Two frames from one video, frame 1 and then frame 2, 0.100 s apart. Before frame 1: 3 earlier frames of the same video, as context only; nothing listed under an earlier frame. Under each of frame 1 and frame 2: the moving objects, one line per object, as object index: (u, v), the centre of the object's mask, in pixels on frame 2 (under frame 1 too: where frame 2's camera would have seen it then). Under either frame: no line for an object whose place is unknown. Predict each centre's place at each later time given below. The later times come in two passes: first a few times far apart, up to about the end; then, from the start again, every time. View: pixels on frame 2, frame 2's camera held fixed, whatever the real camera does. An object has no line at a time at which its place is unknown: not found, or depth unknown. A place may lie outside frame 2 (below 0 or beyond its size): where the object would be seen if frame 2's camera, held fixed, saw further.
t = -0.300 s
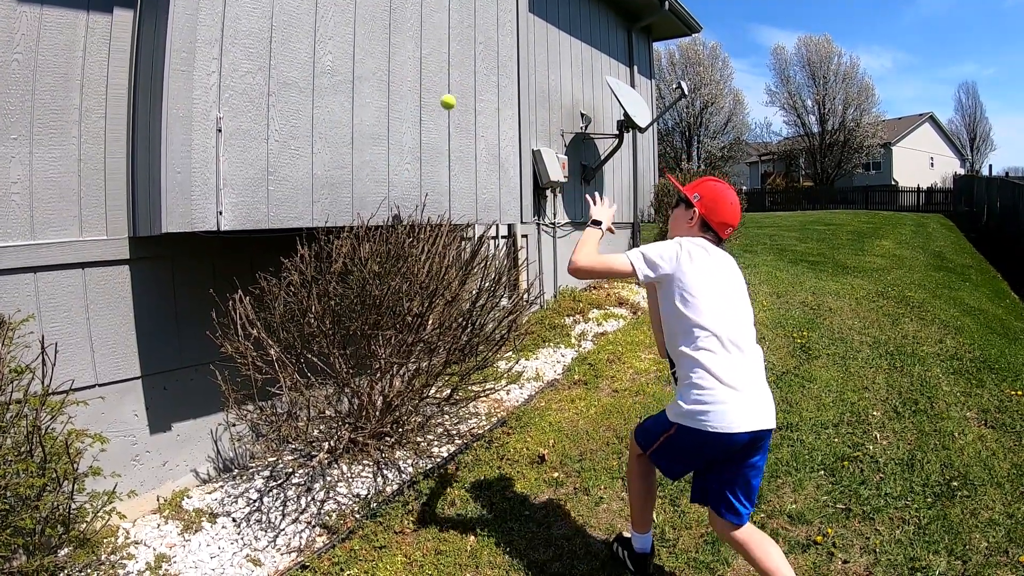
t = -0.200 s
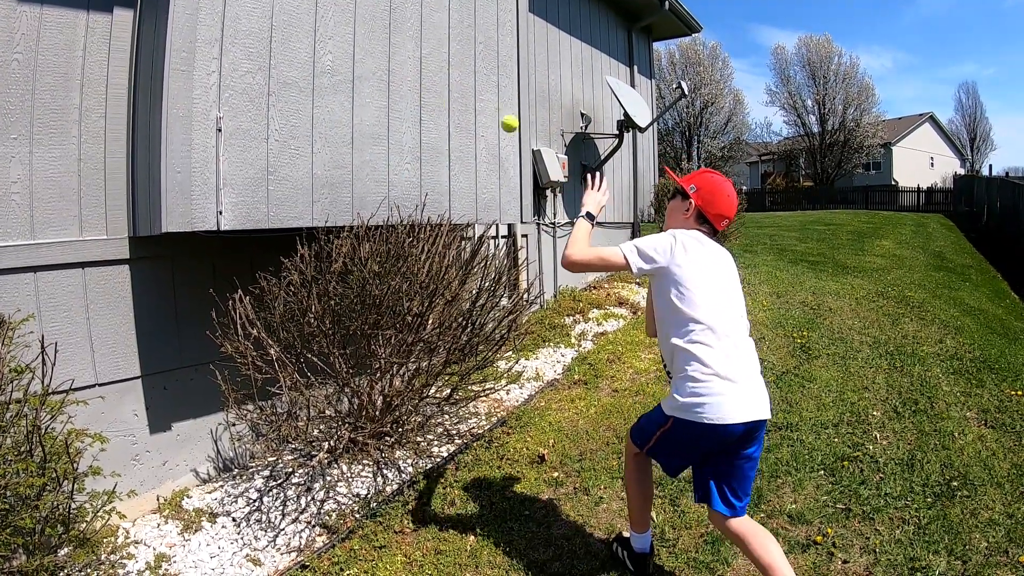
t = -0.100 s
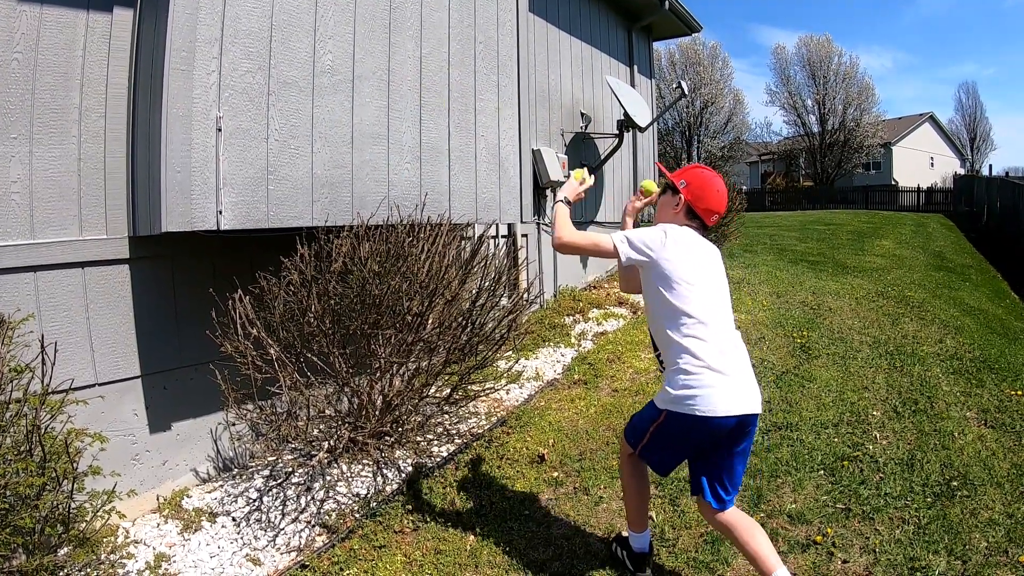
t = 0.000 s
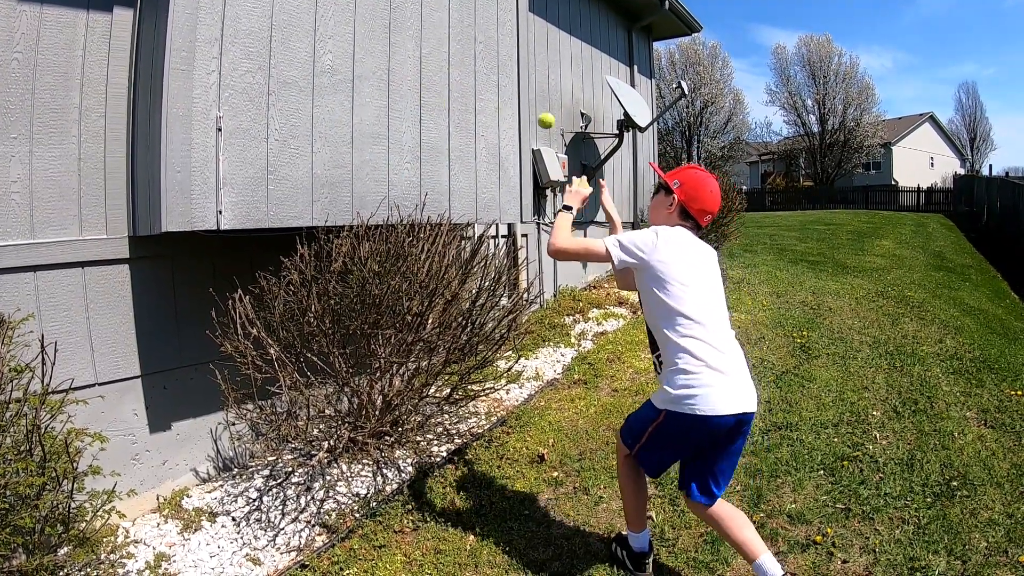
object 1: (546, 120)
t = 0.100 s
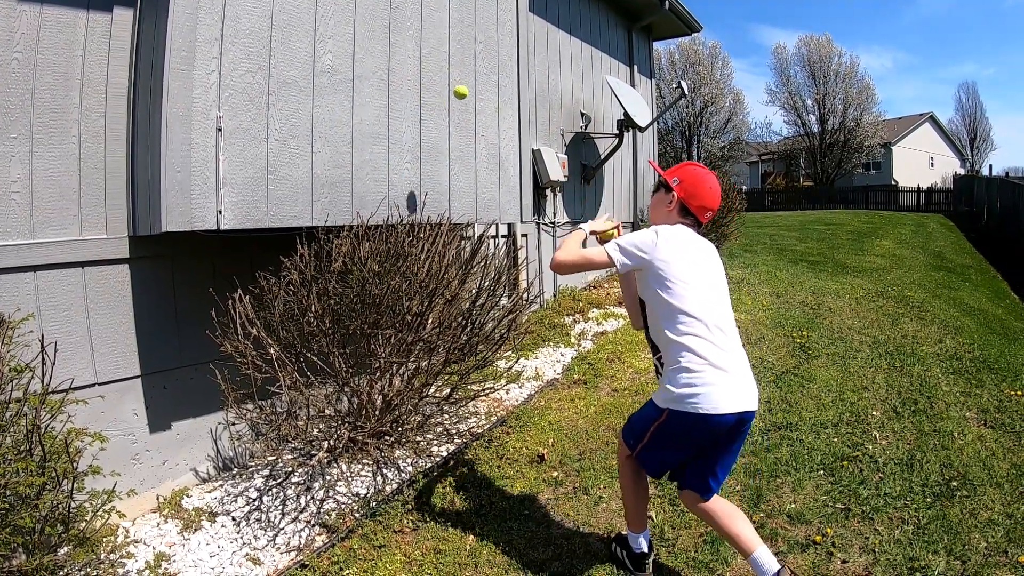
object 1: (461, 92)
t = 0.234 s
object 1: (442, 80)
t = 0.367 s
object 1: (518, 93)
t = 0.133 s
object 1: (437, 88)
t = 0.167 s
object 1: (414, 88)
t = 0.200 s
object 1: (426, 83)
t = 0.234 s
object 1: (442, 80)
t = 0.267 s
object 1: (460, 79)
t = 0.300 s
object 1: (478, 81)
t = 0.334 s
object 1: (497, 85)
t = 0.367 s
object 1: (518, 93)
